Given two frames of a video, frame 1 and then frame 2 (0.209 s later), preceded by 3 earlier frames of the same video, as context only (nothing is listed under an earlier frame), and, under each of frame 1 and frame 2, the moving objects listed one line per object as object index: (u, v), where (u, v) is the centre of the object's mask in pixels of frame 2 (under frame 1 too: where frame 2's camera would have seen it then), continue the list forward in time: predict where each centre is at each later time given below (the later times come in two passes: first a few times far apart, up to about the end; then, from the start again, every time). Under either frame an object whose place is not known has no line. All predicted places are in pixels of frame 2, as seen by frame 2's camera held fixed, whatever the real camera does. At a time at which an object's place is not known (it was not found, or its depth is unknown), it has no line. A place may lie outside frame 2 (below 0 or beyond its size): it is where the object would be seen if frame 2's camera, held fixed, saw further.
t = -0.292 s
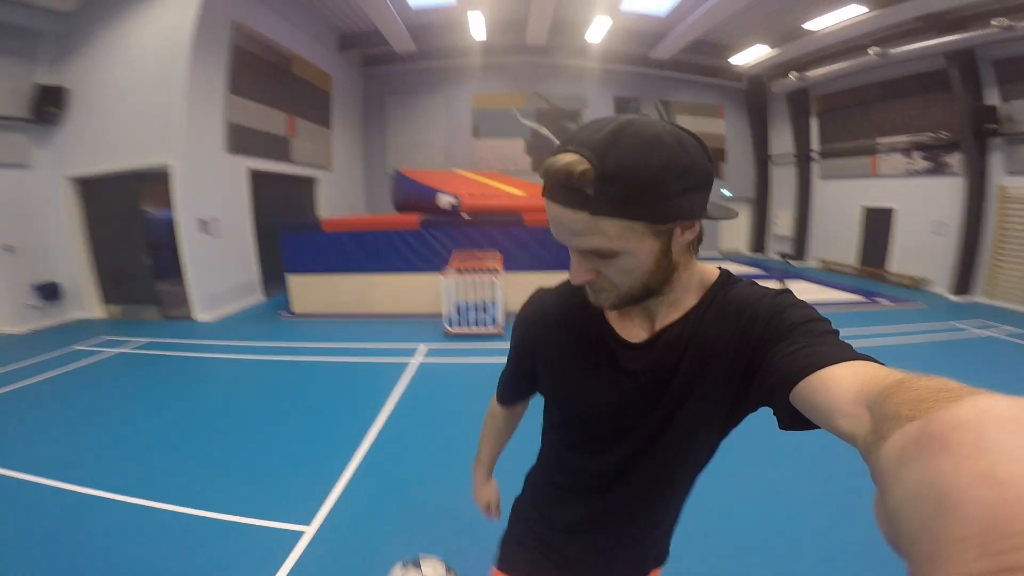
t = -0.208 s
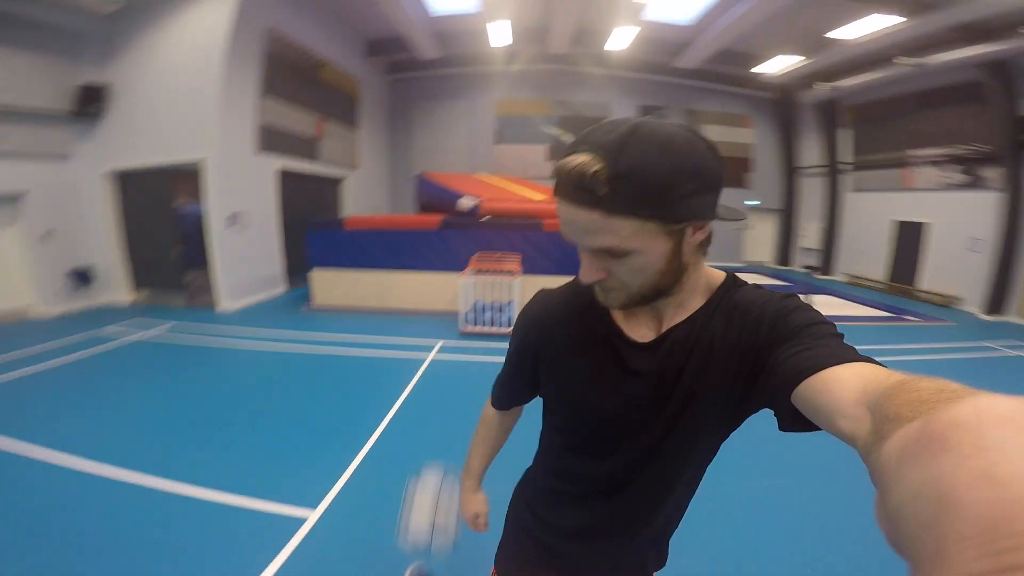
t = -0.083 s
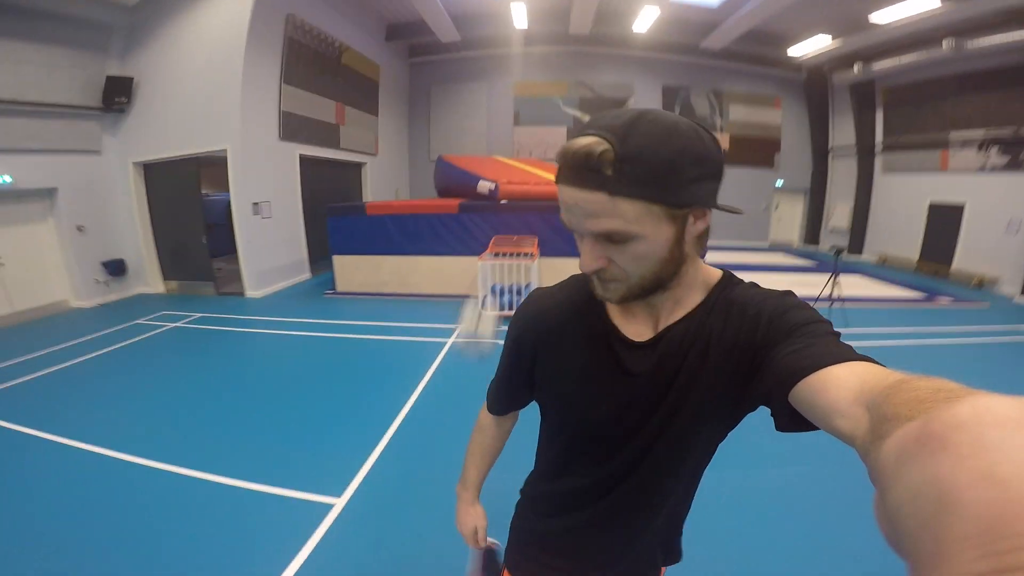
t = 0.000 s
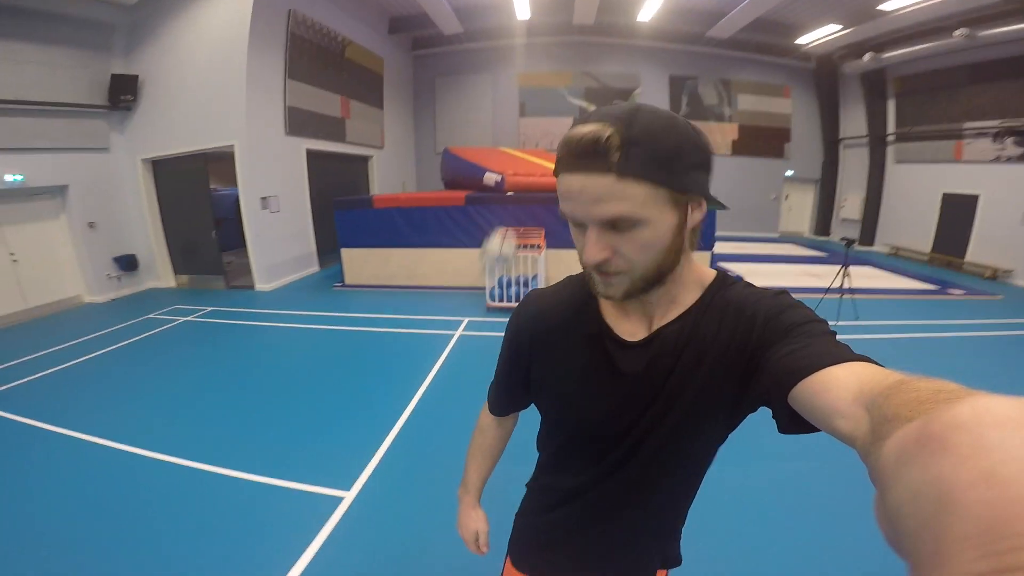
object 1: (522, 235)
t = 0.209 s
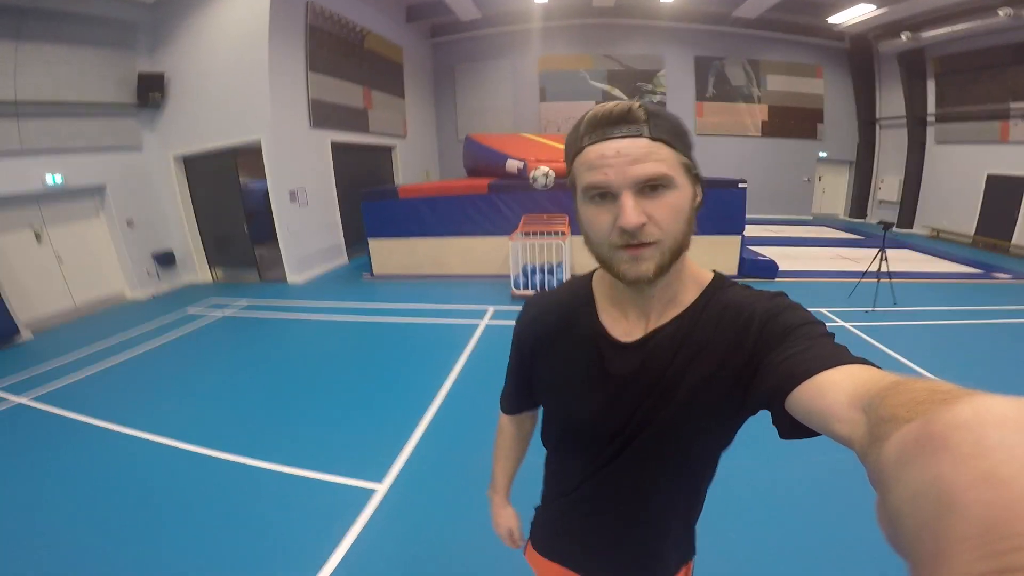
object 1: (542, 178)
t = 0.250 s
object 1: (546, 175)
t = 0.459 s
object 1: (557, 186)
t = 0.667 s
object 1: (562, 215)
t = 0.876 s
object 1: (561, 226)
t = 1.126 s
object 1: (559, 266)
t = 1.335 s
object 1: (561, 270)
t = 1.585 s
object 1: (559, 264)
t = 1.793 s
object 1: (550, 265)
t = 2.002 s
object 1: (542, 264)
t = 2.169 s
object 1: (538, 265)
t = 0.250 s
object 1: (546, 175)
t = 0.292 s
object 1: (549, 175)
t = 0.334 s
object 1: (551, 176)
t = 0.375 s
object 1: (553, 178)
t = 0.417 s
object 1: (555, 182)
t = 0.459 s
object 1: (557, 186)
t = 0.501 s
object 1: (558, 191)
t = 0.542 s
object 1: (559, 197)
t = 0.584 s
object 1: (560, 204)
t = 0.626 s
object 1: (561, 212)
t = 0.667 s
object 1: (562, 215)
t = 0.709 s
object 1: (562, 217)
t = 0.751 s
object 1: (562, 217)
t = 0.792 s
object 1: (561, 219)
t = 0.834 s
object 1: (562, 222)
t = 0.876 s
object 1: (561, 226)
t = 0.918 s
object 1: (561, 232)
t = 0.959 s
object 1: (561, 238)
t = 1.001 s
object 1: (561, 241)
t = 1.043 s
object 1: (560, 259)
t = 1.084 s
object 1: (559, 264)
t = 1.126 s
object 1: (559, 266)
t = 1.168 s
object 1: (560, 271)
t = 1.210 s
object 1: (560, 274)
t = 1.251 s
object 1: (562, 272)
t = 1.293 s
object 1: (560, 270)
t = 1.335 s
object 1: (561, 270)
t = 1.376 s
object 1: (562, 269)
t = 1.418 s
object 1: (563, 266)
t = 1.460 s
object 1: (563, 265)
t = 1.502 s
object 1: (563, 264)
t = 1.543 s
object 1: (561, 264)
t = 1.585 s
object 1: (559, 264)
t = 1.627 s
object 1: (558, 263)
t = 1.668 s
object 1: (556, 264)
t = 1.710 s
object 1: (557, 265)
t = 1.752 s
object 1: (552, 265)
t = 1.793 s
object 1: (550, 265)
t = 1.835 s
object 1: (549, 266)
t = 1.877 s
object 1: (546, 265)
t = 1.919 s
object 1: (545, 265)
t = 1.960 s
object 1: (543, 264)
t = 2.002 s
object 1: (542, 264)
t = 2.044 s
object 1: (540, 265)
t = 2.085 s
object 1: (540, 266)
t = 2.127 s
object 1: (538, 265)
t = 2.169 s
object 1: (538, 265)
